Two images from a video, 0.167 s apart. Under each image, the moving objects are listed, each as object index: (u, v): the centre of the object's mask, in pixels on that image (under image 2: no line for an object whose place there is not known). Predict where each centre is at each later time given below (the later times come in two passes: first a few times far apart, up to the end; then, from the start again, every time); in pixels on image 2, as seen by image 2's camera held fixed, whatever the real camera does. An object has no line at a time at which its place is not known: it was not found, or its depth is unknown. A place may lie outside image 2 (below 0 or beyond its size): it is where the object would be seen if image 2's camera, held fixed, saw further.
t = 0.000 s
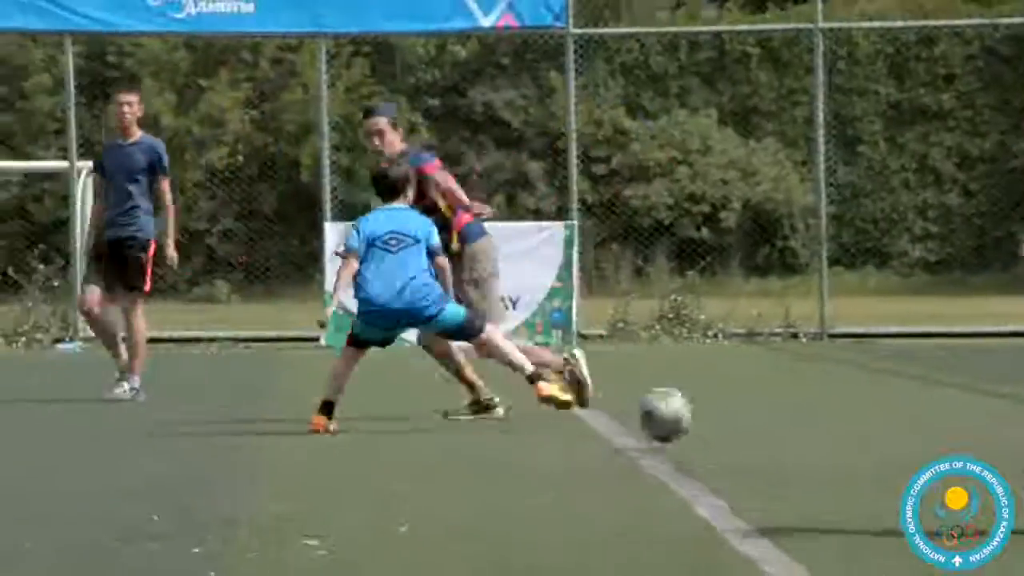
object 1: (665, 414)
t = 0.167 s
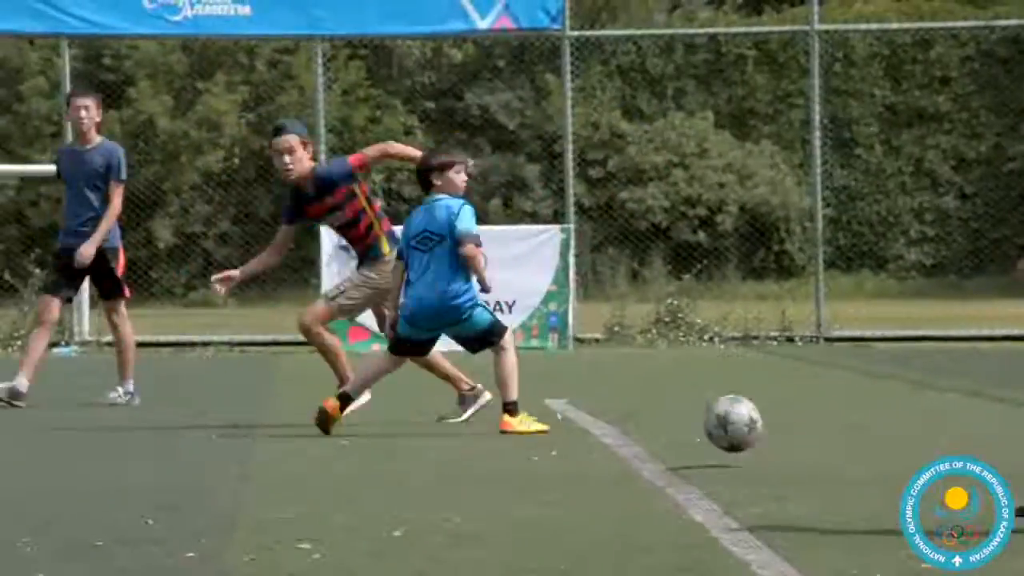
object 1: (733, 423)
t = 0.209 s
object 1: (752, 429)
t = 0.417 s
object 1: (843, 443)
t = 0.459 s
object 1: (861, 451)
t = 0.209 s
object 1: (752, 429)
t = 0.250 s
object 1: (771, 442)
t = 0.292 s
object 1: (790, 443)
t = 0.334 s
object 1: (806, 435)
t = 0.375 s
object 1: (824, 435)
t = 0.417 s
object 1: (843, 443)
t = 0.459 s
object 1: (861, 451)
